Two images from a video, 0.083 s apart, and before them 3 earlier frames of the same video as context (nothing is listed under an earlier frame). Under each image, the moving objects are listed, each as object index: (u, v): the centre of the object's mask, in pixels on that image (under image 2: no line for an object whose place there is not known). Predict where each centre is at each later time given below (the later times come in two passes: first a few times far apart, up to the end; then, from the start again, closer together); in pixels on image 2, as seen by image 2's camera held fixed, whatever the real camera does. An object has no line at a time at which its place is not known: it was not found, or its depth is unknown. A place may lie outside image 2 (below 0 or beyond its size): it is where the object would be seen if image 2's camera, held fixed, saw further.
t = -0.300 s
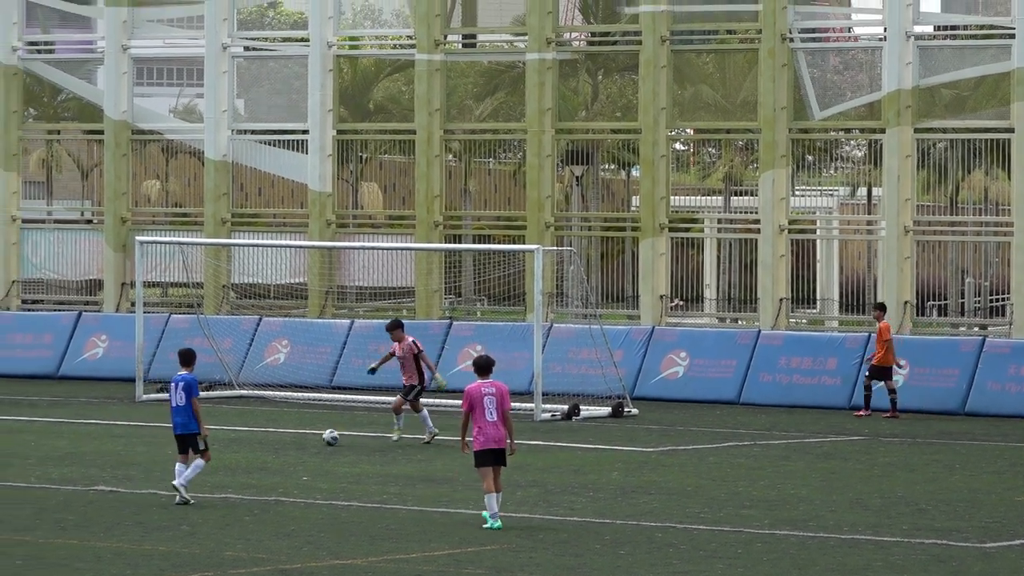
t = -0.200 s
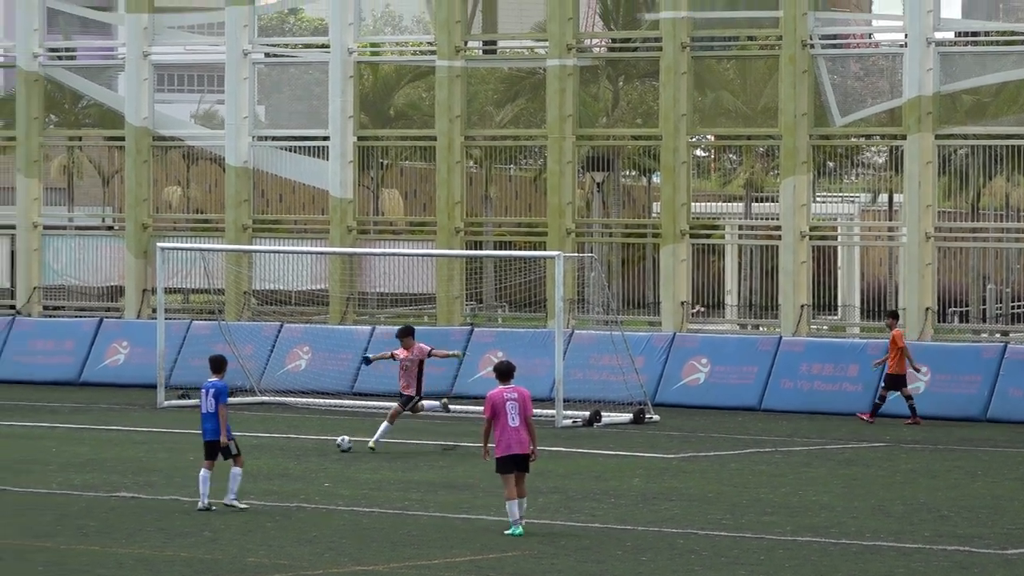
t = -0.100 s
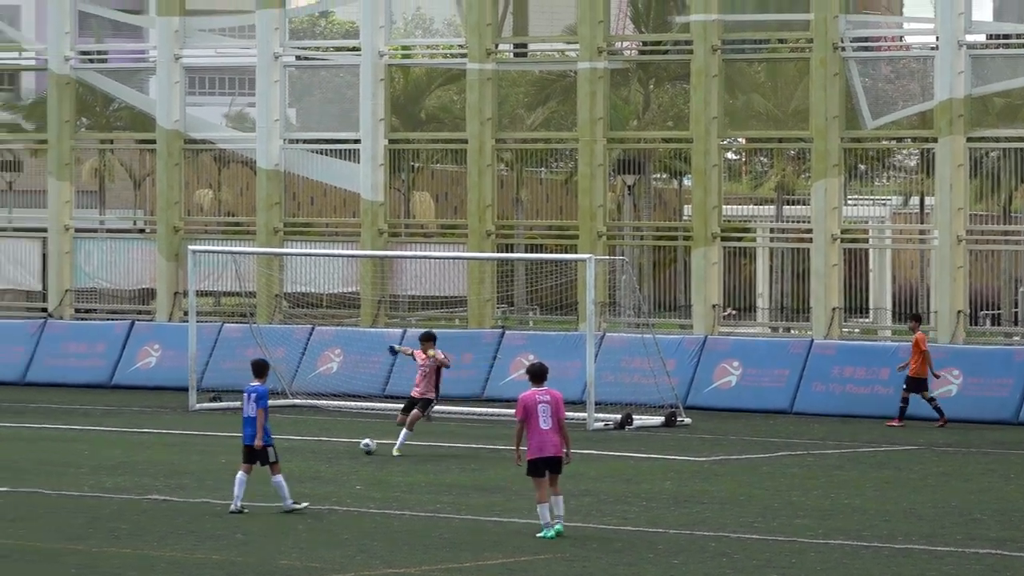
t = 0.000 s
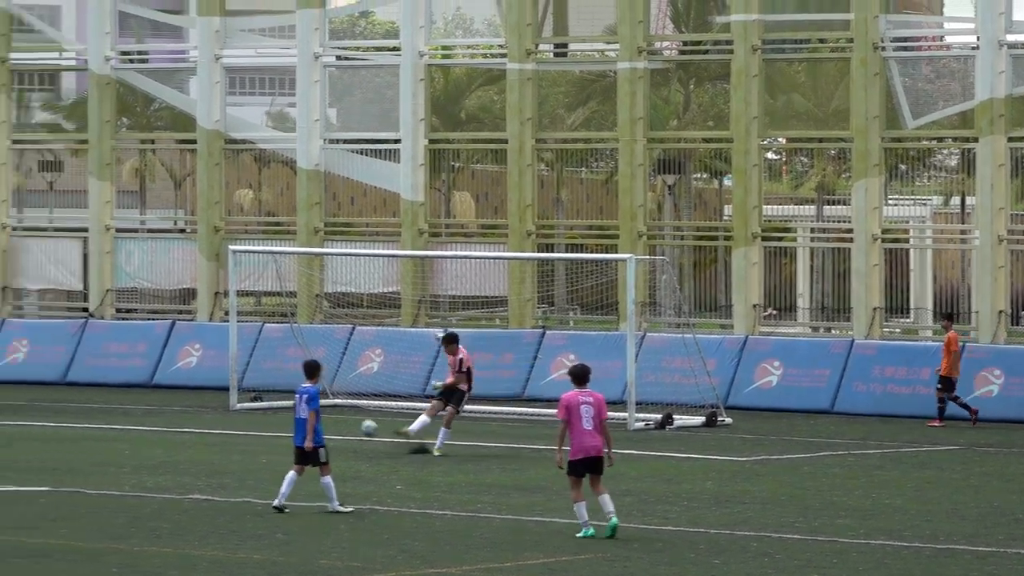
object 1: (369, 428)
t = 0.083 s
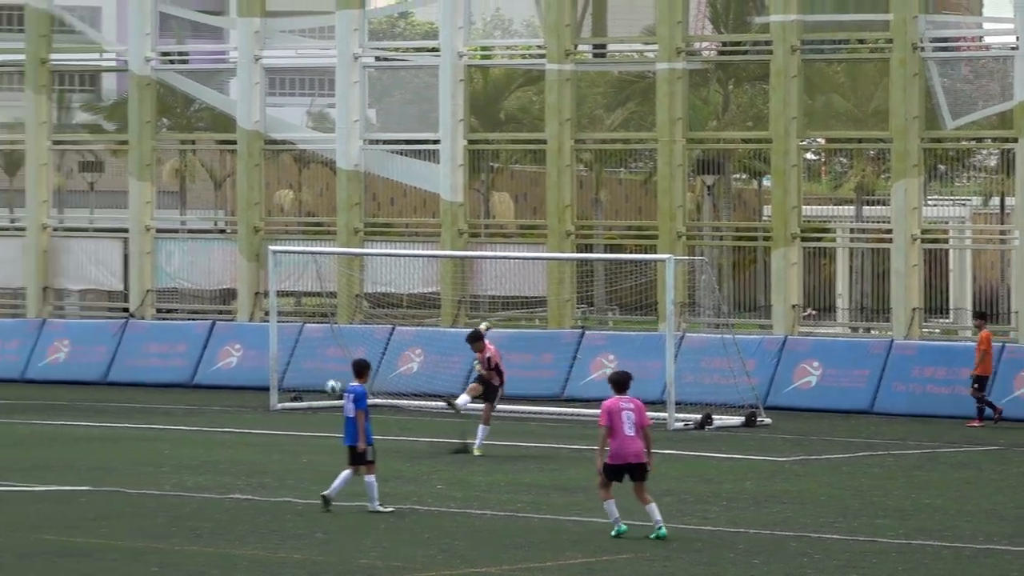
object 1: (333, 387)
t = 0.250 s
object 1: (179, 313)
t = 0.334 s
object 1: (100, 277)
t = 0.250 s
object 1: (179, 313)
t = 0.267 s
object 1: (163, 306)
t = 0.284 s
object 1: (147, 299)
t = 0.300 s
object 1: (130, 292)
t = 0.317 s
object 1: (116, 284)
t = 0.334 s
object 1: (100, 277)
